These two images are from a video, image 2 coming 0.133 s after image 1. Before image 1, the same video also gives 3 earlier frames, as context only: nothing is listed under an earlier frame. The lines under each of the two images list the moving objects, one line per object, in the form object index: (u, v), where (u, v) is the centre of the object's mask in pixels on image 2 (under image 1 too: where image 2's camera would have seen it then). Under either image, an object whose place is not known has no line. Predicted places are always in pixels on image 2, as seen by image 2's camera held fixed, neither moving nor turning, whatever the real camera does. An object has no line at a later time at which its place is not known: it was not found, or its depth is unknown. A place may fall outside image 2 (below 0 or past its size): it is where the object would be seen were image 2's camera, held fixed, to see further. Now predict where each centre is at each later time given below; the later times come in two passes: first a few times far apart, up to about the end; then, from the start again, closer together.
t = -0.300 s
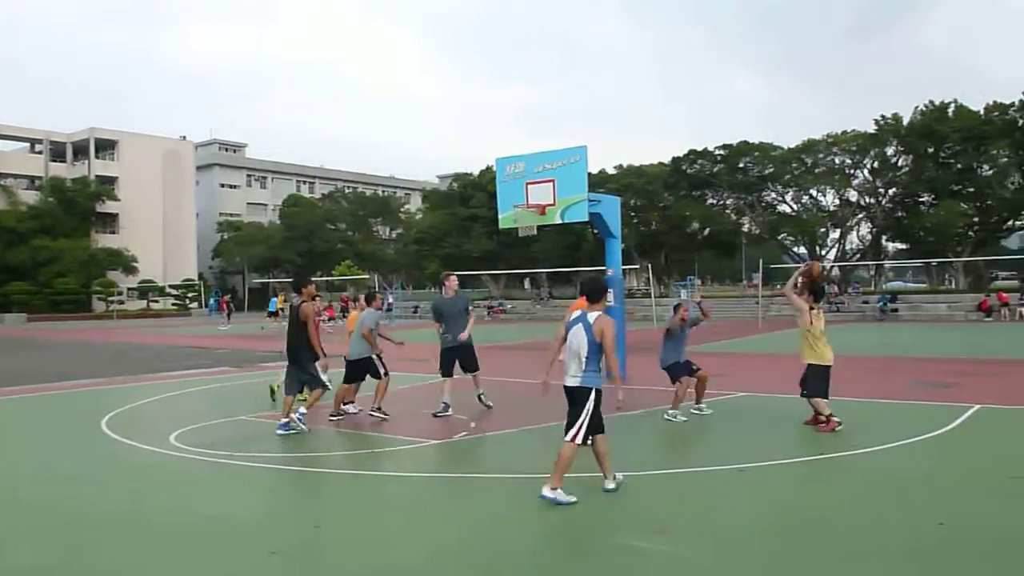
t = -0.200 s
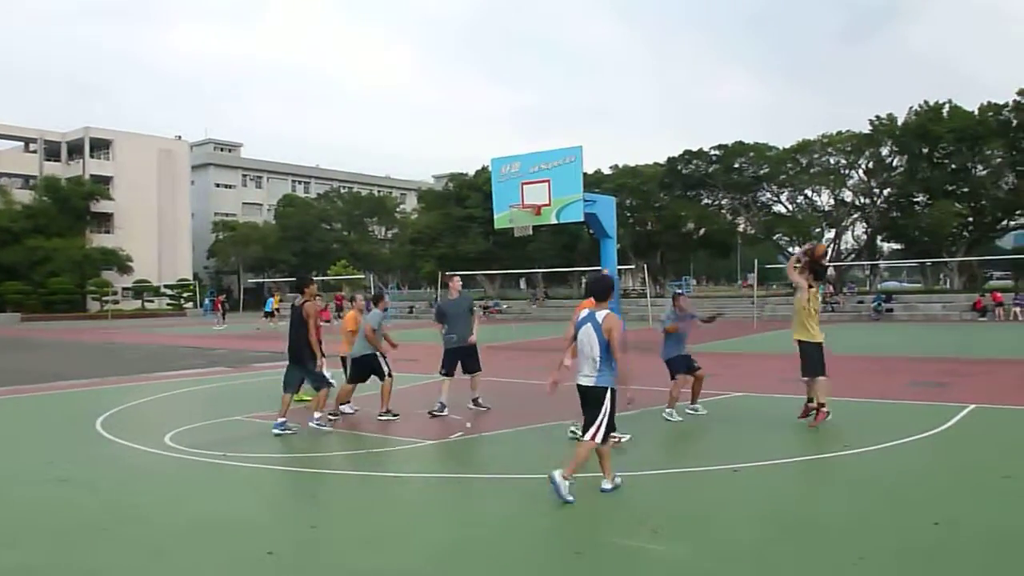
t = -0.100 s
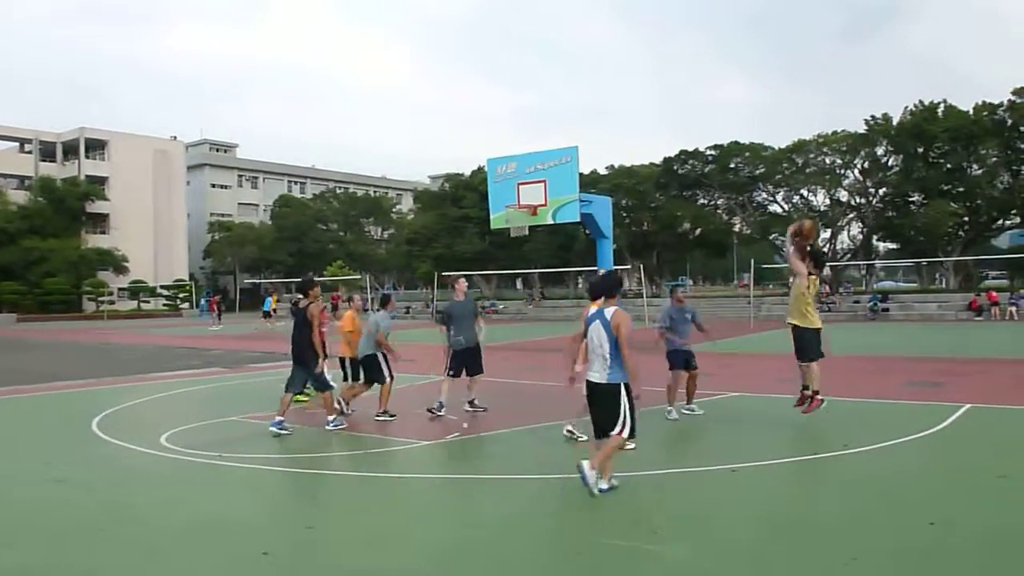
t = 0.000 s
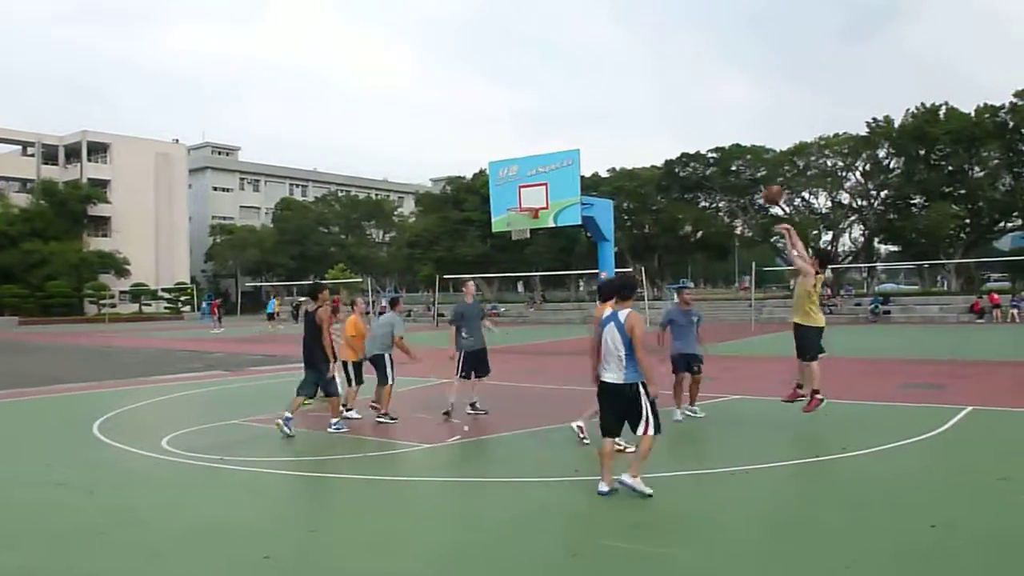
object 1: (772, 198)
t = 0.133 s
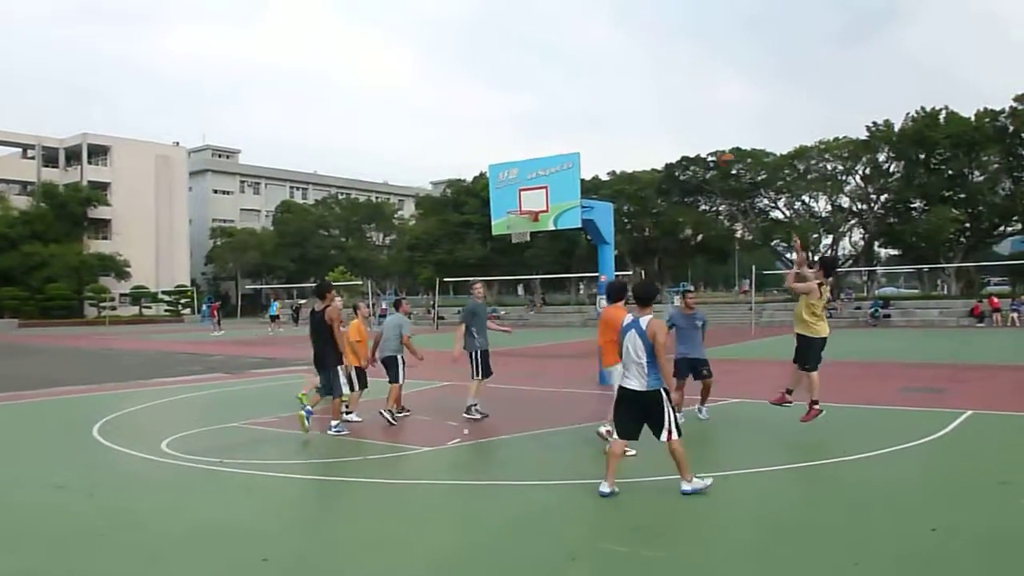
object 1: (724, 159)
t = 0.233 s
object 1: (691, 142)
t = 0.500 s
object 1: (614, 134)
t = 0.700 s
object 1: (566, 159)
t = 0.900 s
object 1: (525, 203)
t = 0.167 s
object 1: (711, 151)
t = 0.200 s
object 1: (701, 147)
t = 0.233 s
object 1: (691, 142)
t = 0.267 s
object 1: (680, 138)
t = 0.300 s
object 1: (670, 135)
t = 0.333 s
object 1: (660, 133)
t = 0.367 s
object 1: (651, 132)
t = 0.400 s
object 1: (641, 132)
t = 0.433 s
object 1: (632, 132)
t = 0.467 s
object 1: (623, 132)
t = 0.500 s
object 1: (614, 134)
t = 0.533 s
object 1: (605, 137)
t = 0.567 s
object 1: (597, 140)
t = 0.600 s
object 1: (589, 144)
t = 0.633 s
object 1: (582, 148)
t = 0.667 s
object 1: (574, 153)
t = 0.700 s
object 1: (566, 159)
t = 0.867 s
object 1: (531, 194)
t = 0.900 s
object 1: (525, 203)
